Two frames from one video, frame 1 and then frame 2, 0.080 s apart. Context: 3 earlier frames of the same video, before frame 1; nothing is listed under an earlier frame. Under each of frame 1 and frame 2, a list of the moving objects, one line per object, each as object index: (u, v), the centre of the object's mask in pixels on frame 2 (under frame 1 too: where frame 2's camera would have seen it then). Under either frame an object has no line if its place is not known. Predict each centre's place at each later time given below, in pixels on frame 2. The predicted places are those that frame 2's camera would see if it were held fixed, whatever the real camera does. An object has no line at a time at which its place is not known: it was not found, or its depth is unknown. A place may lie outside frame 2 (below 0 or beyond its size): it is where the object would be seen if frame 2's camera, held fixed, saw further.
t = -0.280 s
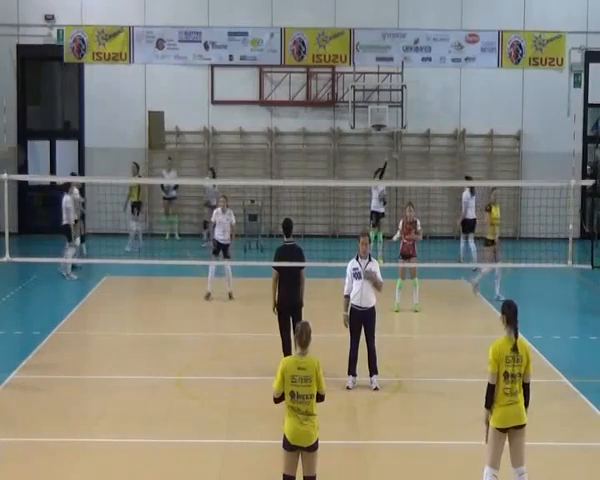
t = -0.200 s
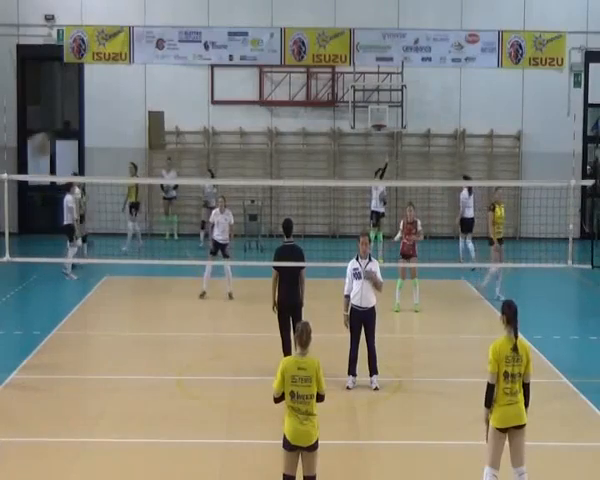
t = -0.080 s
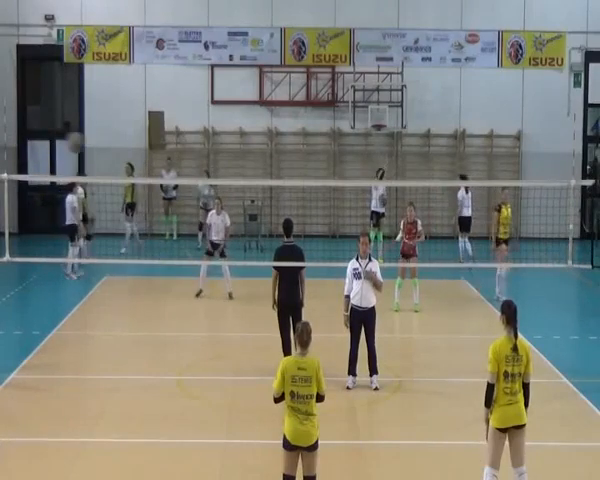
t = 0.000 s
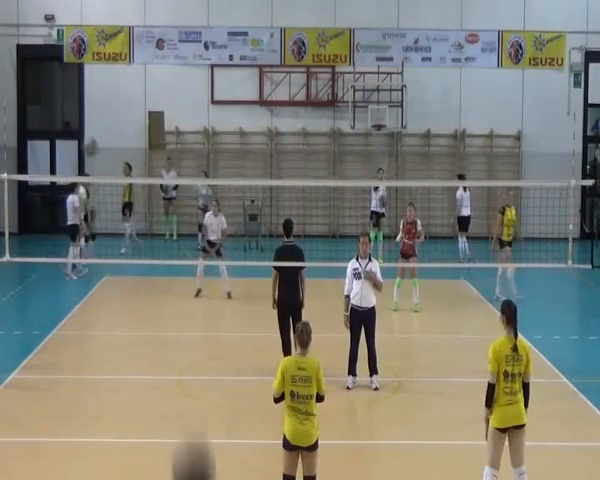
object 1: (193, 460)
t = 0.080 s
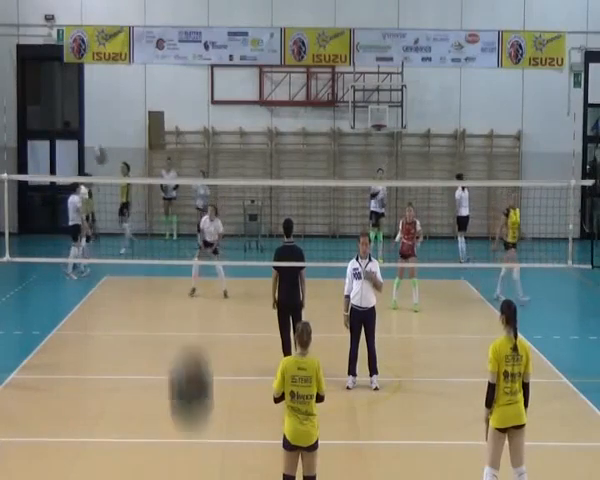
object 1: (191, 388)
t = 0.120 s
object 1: (189, 349)
